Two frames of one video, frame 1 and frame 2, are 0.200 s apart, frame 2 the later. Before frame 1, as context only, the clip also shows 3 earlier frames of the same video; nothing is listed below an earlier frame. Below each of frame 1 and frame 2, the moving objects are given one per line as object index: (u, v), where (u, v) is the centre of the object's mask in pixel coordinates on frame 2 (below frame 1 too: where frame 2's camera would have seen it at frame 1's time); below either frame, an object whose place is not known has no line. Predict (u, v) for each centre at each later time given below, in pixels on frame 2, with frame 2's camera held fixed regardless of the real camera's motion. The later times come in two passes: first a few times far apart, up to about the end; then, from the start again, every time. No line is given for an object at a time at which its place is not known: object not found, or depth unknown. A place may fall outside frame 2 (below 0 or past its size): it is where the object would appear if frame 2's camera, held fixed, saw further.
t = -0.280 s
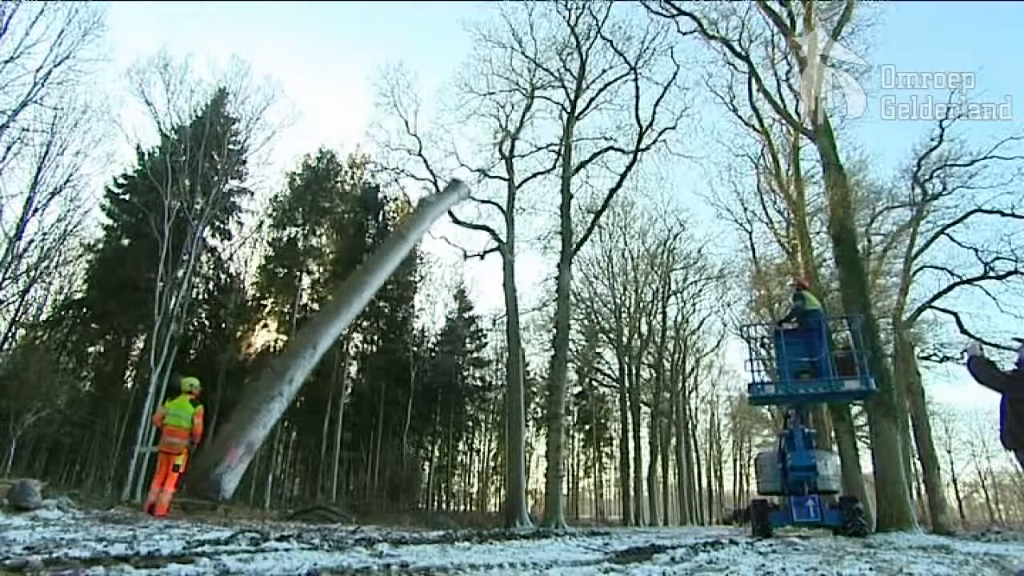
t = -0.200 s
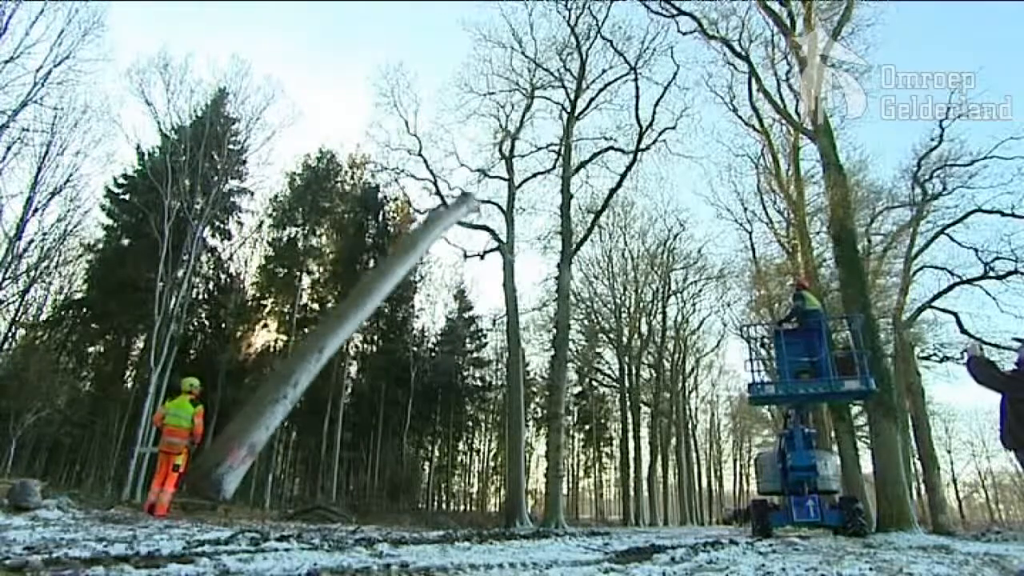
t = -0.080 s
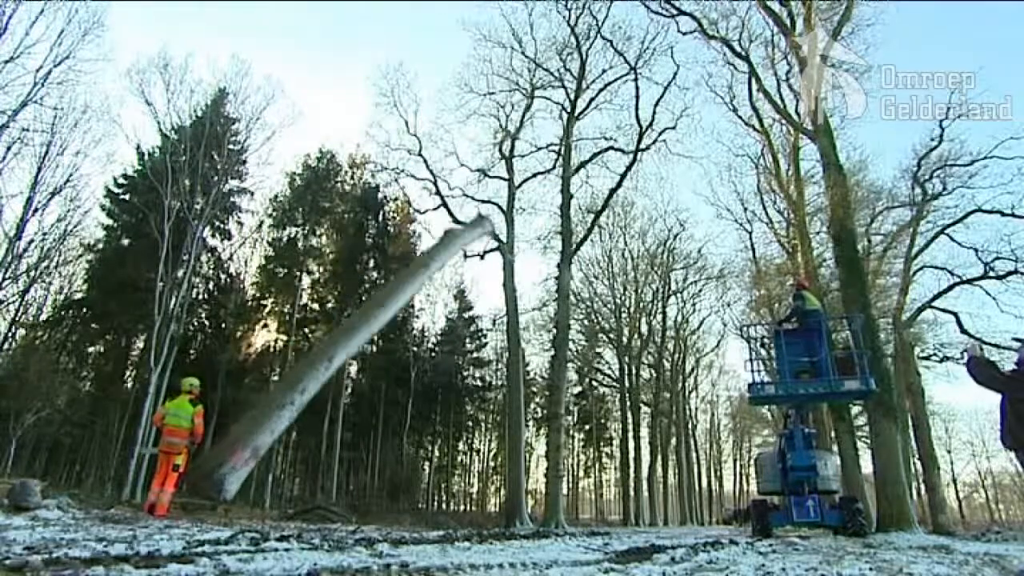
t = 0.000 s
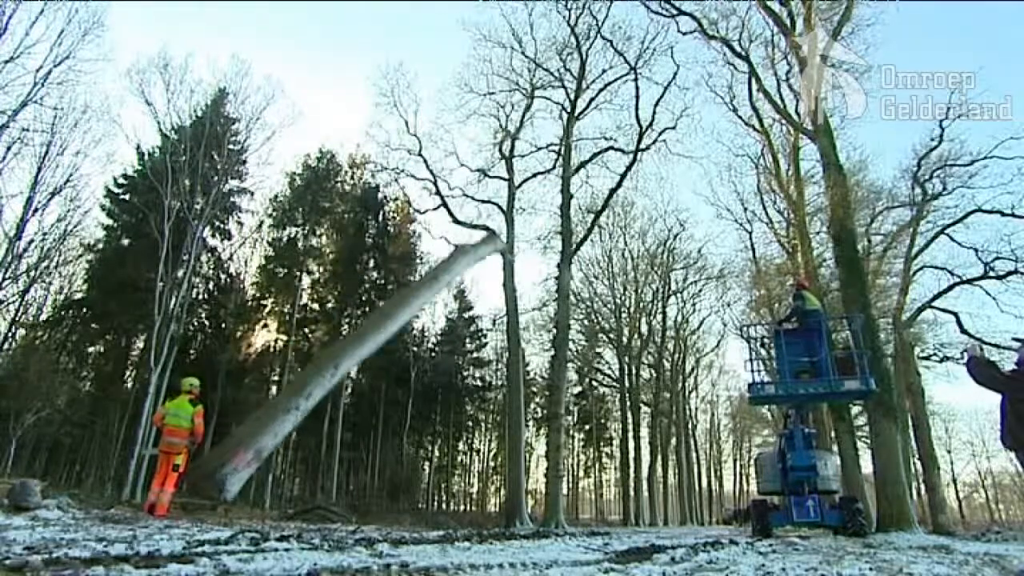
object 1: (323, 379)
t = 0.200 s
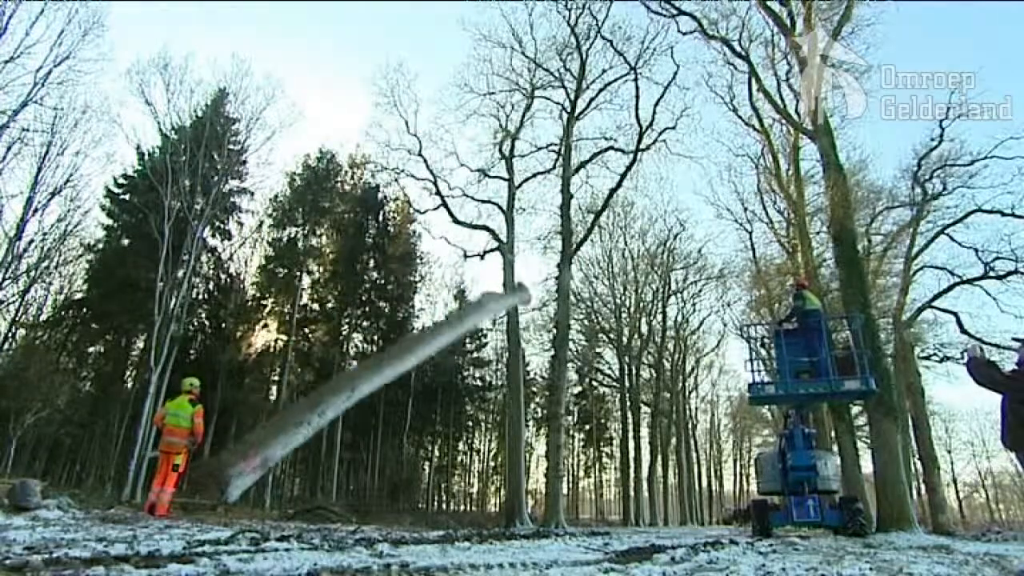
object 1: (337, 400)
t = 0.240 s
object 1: (340, 405)
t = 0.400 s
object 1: (349, 429)
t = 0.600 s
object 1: (362, 465)
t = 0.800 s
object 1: (367, 507)
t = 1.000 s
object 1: (387, 509)
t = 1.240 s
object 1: (379, 509)
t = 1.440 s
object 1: (376, 509)
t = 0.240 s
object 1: (340, 405)
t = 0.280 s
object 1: (346, 409)
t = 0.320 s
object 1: (346, 416)
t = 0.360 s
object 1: (348, 422)
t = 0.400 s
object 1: (349, 429)
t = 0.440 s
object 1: (352, 436)
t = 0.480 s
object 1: (356, 442)
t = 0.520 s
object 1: (355, 449)
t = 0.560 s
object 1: (361, 457)
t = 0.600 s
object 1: (362, 465)
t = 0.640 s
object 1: (362, 475)
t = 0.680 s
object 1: (364, 485)
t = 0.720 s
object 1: (366, 494)
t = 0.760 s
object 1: (368, 503)
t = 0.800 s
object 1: (367, 507)
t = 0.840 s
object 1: (380, 510)
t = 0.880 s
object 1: (383, 510)
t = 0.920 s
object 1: (385, 509)
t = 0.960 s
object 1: (385, 509)
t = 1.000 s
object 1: (387, 509)
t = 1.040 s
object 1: (383, 510)
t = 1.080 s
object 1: (382, 510)
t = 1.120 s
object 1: (382, 510)
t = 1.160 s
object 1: (381, 510)
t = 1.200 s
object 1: (380, 509)
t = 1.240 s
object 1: (379, 509)
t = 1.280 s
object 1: (379, 509)
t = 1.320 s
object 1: (378, 509)
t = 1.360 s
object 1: (377, 509)
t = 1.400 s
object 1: (377, 509)
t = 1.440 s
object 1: (376, 509)
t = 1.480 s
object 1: (376, 509)
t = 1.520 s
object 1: (377, 509)
